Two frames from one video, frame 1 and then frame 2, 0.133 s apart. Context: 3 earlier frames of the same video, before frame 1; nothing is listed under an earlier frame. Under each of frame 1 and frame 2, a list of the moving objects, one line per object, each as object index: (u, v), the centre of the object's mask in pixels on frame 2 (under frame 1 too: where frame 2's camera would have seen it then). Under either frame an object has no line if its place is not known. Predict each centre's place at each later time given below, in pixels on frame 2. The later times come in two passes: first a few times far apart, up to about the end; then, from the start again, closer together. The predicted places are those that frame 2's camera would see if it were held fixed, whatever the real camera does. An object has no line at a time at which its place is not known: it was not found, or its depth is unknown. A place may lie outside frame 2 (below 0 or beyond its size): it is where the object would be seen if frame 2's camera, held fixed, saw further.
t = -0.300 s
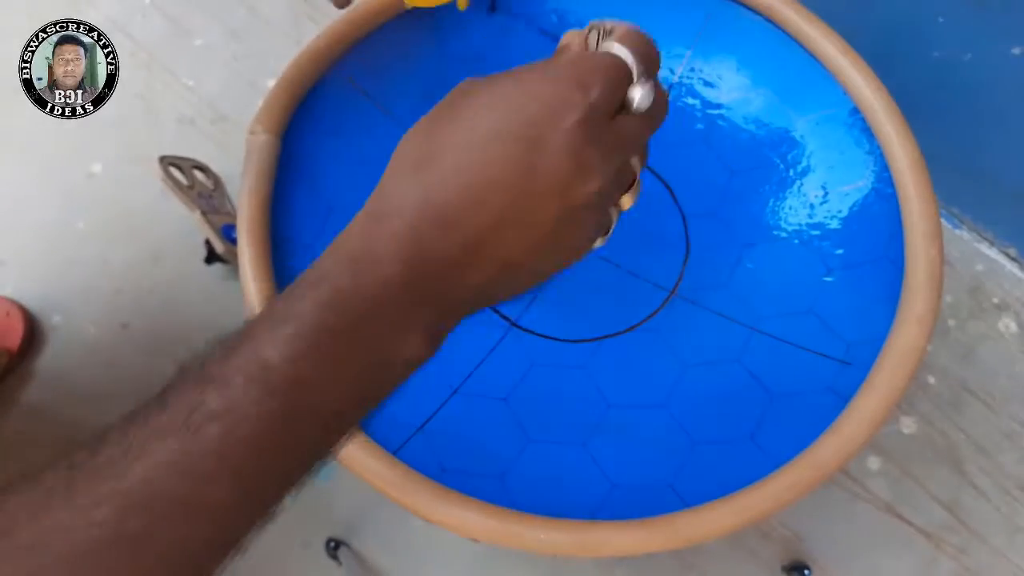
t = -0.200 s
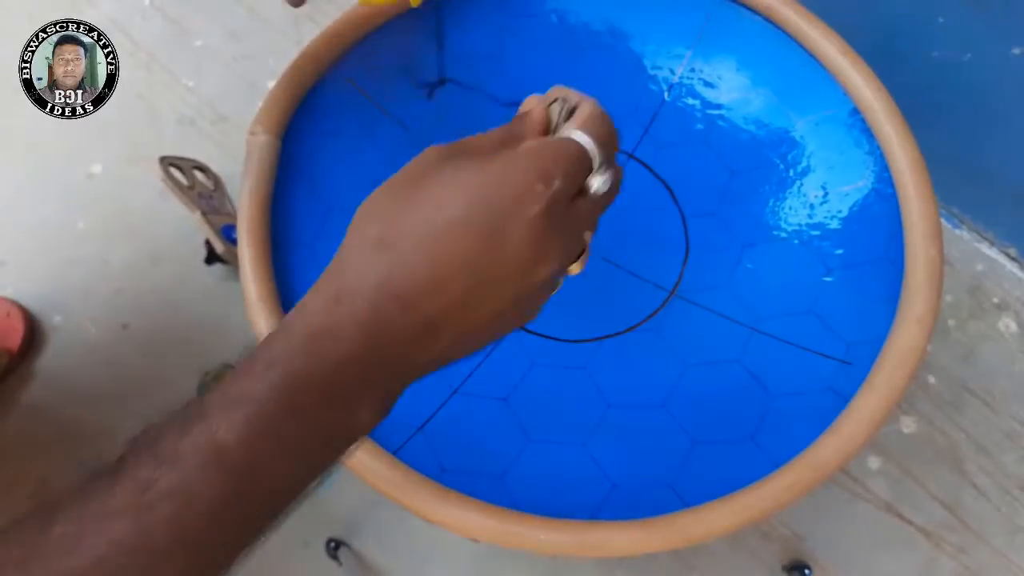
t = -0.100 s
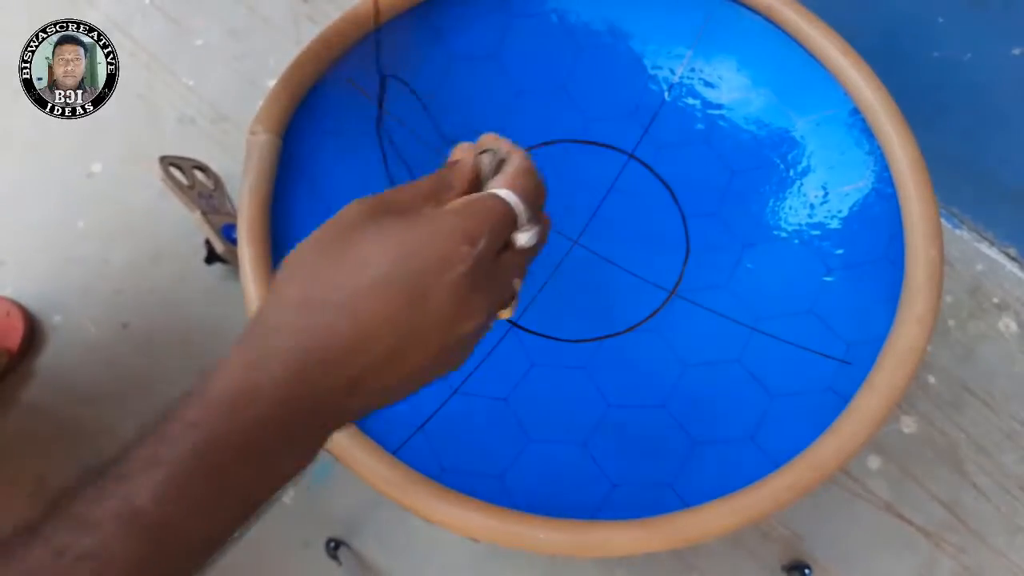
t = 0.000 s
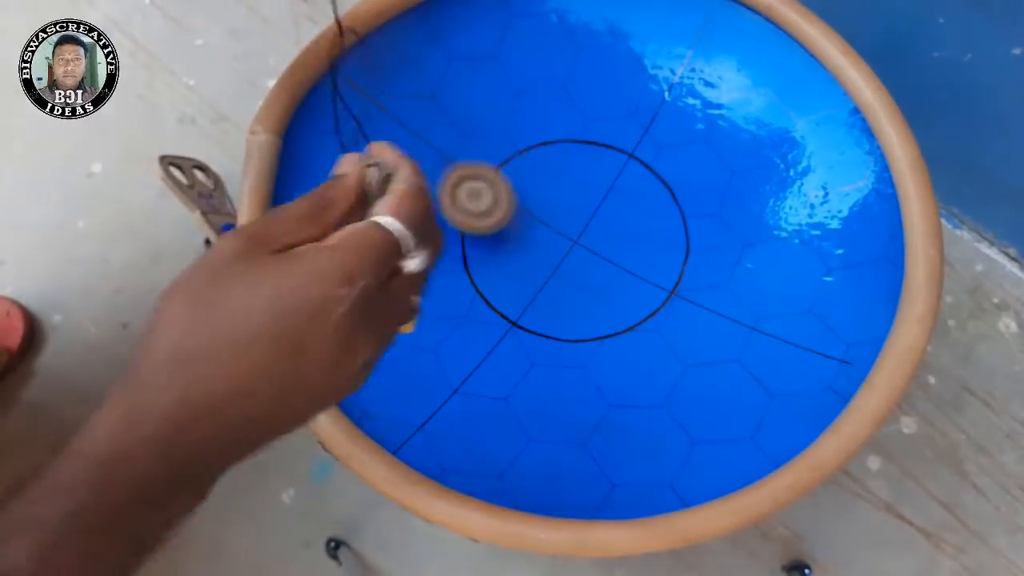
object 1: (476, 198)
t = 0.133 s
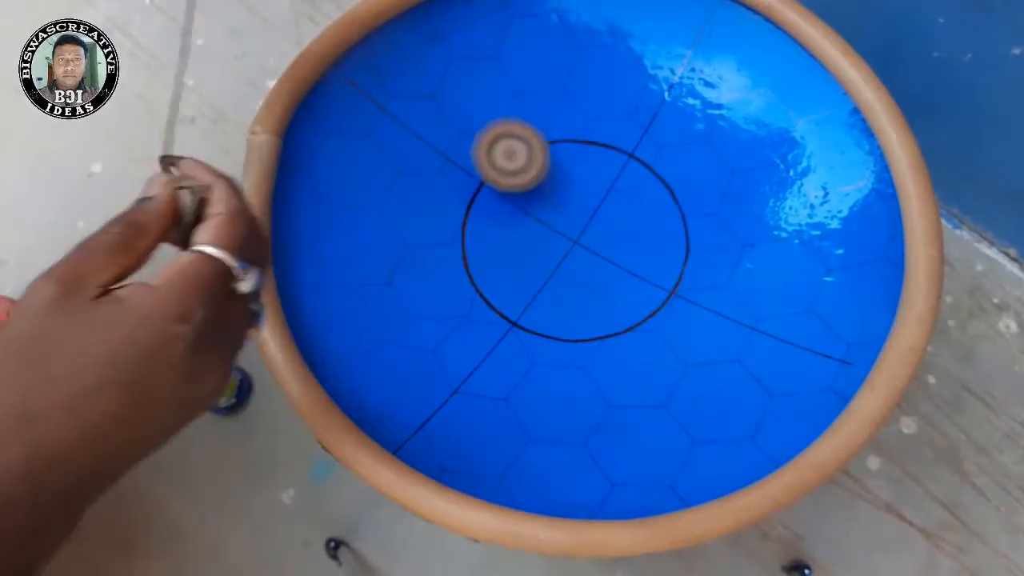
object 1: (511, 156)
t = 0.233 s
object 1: (498, 135)
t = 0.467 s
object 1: (518, 127)
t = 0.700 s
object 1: (566, 140)
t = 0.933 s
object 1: (592, 148)
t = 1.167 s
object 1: (635, 187)
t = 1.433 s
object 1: (635, 228)
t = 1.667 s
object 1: (613, 250)
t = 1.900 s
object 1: (599, 270)
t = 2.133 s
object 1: (568, 268)
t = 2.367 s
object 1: (544, 243)
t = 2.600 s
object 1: (534, 218)
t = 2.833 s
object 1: (544, 204)
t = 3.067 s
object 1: (559, 201)
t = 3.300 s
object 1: (568, 203)
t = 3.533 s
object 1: (576, 212)
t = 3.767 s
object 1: (579, 221)
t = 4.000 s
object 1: (565, 228)
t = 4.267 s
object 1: (561, 224)
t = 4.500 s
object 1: (555, 210)
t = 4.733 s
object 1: (557, 212)
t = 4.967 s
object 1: (562, 211)
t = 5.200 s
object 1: (569, 215)
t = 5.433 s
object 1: (564, 219)
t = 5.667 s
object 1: (560, 216)
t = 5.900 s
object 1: (557, 215)
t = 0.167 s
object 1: (509, 148)
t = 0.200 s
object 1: (504, 140)
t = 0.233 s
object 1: (498, 135)
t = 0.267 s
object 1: (495, 133)
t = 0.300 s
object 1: (494, 130)
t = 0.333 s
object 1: (494, 128)
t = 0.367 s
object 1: (497, 127)
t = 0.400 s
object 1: (503, 126)
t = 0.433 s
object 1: (508, 127)
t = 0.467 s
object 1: (518, 127)
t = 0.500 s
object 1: (527, 123)
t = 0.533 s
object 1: (538, 123)
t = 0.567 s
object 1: (548, 124)
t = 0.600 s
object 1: (554, 125)
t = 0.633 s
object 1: (561, 129)
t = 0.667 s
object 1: (564, 134)
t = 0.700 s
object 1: (566, 140)
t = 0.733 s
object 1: (568, 142)
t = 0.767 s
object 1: (568, 144)
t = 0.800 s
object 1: (571, 145)
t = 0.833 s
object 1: (573, 146)
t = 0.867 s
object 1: (578, 146)
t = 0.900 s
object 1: (584, 146)
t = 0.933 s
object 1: (592, 148)
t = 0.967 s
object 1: (597, 151)
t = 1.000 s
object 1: (604, 157)
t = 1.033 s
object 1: (609, 163)
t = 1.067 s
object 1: (615, 171)
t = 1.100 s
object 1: (621, 178)
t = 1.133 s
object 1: (628, 185)
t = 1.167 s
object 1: (635, 187)
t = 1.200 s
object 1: (639, 191)
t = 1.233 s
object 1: (640, 195)
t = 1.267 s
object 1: (642, 200)
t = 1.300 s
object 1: (640, 204)
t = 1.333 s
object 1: (641, 211)
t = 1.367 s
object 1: (639, 217)
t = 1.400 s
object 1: (638, 222)
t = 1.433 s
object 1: (635, 228)
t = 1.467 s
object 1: (632, 232)
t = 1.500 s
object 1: (627, 238)
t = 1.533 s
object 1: (623, 241)
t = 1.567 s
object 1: (619, 244)
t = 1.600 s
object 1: (615, 247)
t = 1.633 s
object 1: (615, 248)
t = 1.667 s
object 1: (613, 250)
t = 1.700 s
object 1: (612, 252)
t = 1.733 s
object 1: (612, 254)
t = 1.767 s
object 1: (611, 257)
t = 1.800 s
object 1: (609, 261)
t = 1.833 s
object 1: (609, 264)
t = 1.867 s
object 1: (604, 267)
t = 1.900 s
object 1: (599, 270)
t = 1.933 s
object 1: (595, 272)
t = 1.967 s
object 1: (589, 273)
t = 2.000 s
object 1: (585, 273)
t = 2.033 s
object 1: (582, 274)
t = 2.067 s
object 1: (577, 273)
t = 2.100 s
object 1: (572, 270)
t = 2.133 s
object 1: (568, 268)
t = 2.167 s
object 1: (563, 265)
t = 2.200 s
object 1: (559, 261)
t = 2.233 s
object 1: (556, 257)
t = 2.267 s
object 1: (553, 254)
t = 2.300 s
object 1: (549, 250)
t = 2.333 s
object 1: (546, 246)
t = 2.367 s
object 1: (544, 243)
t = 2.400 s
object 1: (541, 240)
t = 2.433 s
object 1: (539, 237)
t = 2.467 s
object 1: (536, 233)
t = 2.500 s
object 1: (535, 228)
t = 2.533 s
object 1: (535, 225)
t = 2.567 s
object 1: (535, 222)
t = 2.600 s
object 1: (534, 218)
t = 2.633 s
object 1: (535, 214)
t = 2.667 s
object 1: (537, 211)
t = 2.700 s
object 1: (539, 209)
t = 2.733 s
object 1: (540, 209)
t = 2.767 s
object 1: (542, 207)
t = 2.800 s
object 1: (542, 206)
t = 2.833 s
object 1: (544, 204)
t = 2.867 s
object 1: (546, 203)
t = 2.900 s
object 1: (548, 202)
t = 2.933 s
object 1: (550, 202)
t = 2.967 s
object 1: (552, 201)
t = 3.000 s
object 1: (554, 201)
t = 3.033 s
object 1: (556, 201)
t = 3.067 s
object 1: (559, 201)
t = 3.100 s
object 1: (562, 201)
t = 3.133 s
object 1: (563, 202)
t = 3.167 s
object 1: (563, 203)
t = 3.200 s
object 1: (564, 203)
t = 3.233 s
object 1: (565, 203)
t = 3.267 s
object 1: (566, 203)
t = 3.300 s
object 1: (568, 203)
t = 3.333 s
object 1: (569, 204)
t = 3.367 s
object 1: (571, 205)
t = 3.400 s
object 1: (572, 206)
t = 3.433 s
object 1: (574, 208)
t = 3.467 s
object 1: (575, 209)
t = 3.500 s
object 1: (576, 211)
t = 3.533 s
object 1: (576, 212)
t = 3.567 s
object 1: (577, 213)
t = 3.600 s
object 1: (577, 214)
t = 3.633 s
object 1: (577, 215)
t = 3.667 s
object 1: (578, 217)
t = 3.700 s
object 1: (578, 219)
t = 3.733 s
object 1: (578, 220)
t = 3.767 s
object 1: (579, 221)
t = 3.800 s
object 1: (579, 224)
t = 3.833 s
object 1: (578, 227)
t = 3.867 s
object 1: (575, 229)
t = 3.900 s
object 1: (572, 230)
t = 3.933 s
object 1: (569, 230)
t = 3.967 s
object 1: (567, 229)
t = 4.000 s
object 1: (565, 228)
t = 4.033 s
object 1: (564, 227)
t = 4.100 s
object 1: (564, 225)
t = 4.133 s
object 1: (563, 225)
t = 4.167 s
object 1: (563, 225)
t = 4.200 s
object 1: (563, 225)
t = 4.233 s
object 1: (562, 225)
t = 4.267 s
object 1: (561, 224)
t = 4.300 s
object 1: (559, 223)
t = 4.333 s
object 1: (556, 221)
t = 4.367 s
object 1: (554, 218)
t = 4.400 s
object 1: (553, 215)
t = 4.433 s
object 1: (553, 212)
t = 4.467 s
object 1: (553, 211)
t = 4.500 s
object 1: (555, 210)
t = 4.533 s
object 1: (558, 210)
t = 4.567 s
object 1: (561, 210)
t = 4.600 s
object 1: (562, 211)
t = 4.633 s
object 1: (562, 211)
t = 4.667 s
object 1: (561, 211)
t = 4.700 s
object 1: (559, 211)
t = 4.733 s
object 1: (557, 212)
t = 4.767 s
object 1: (557, 213)
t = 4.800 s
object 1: (557, 211)
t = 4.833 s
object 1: (559, 211)
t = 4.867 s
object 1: (559, 210)
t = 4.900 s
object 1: (559, 209)
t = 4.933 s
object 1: (560, 209)
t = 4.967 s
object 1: (562, 211)
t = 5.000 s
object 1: (565, 211)
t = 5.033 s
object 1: (567, 211)
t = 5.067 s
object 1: (568, 211)
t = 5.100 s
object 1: (567, 213)
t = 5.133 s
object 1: (569, 214)
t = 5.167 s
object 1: (569, 215)
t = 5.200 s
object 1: (569, 215)
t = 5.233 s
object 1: (569, 214)
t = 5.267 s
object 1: (568, 215)
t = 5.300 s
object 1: (569, 217)
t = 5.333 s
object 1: (571, 217)
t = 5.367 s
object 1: (568, 217)
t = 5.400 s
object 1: (564, 218)
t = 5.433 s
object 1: (564, 219)
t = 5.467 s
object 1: (563, 217)
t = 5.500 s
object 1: (561, 216)
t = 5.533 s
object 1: (559, 216)
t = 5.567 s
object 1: (561, 217)
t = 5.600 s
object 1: (561, 215)
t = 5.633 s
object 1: (560, 215)
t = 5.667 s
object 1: (560, 216)
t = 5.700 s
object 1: (561, 217)
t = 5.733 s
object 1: (560, 215)
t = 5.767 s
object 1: (557, 216)
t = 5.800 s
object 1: (558, 217)
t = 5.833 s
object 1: (558, 215)
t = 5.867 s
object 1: (557, 214)
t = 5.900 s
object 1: (557, 215)
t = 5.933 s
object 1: (559, 213)
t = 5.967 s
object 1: (559, 212)
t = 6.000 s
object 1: (561, 214)
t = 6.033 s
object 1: (564, 215)
